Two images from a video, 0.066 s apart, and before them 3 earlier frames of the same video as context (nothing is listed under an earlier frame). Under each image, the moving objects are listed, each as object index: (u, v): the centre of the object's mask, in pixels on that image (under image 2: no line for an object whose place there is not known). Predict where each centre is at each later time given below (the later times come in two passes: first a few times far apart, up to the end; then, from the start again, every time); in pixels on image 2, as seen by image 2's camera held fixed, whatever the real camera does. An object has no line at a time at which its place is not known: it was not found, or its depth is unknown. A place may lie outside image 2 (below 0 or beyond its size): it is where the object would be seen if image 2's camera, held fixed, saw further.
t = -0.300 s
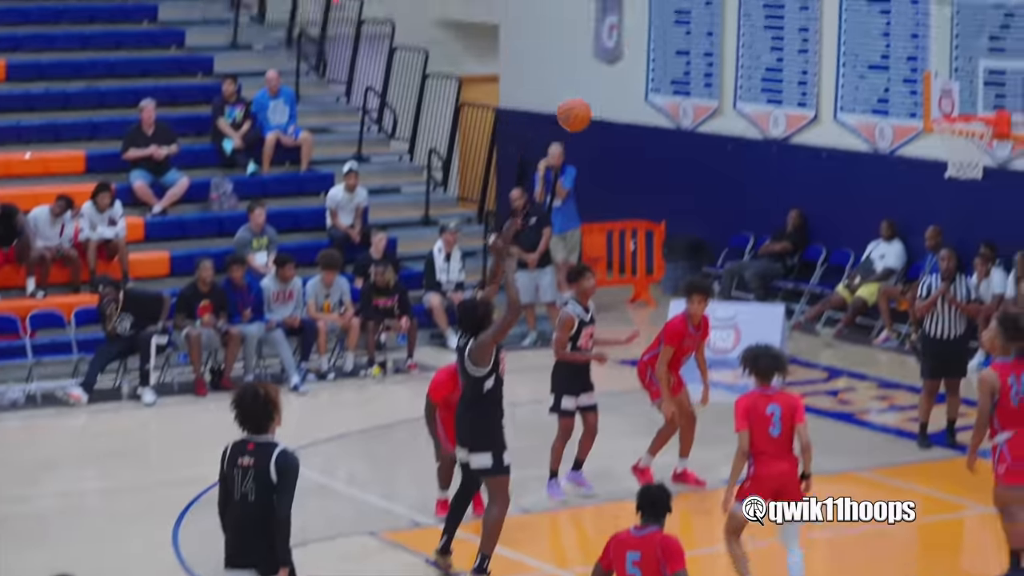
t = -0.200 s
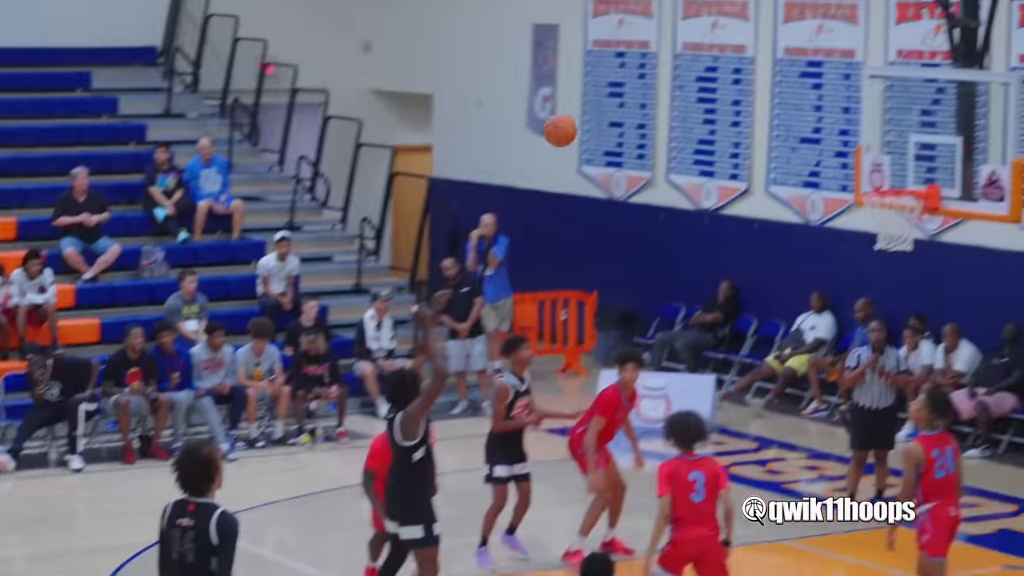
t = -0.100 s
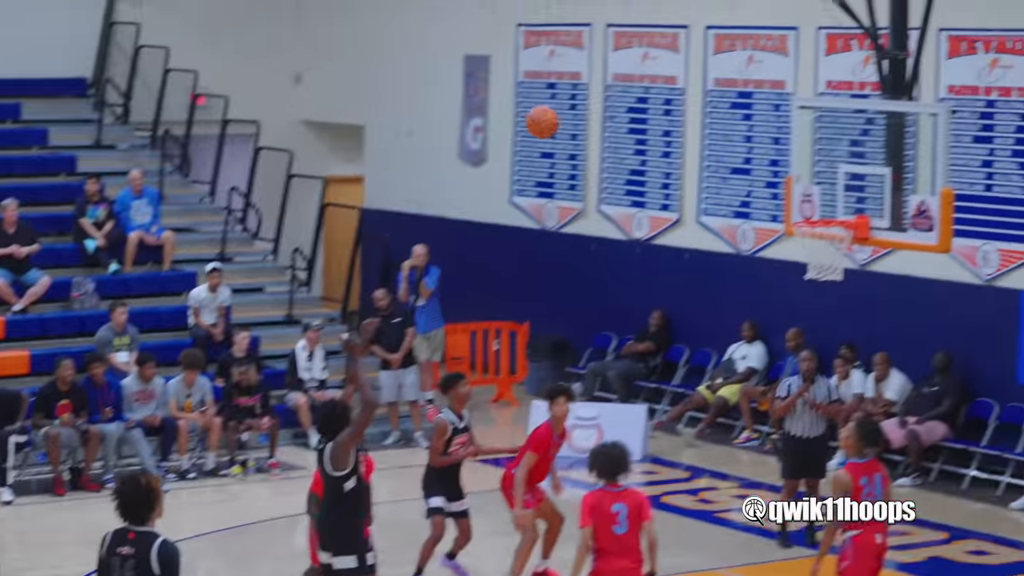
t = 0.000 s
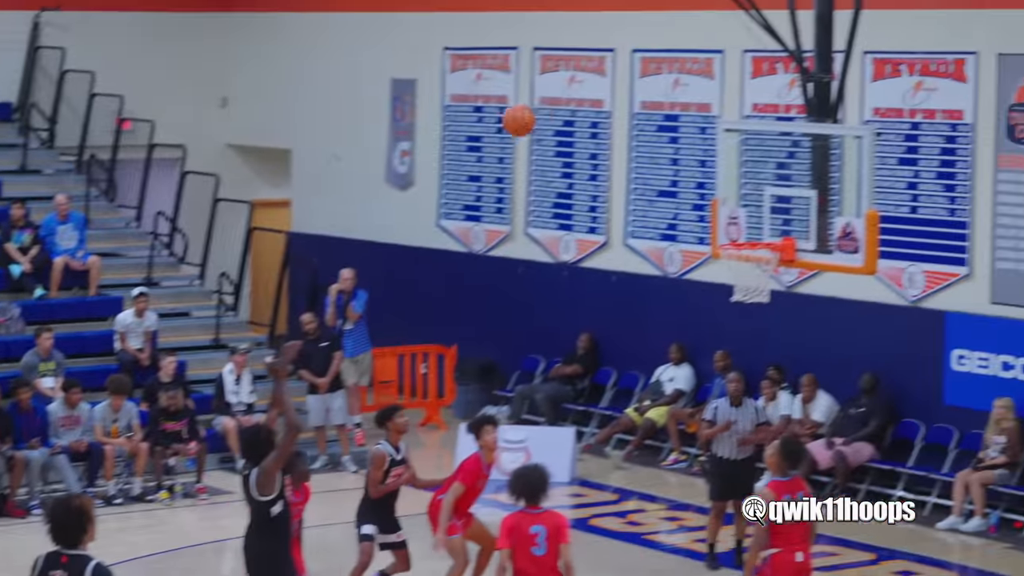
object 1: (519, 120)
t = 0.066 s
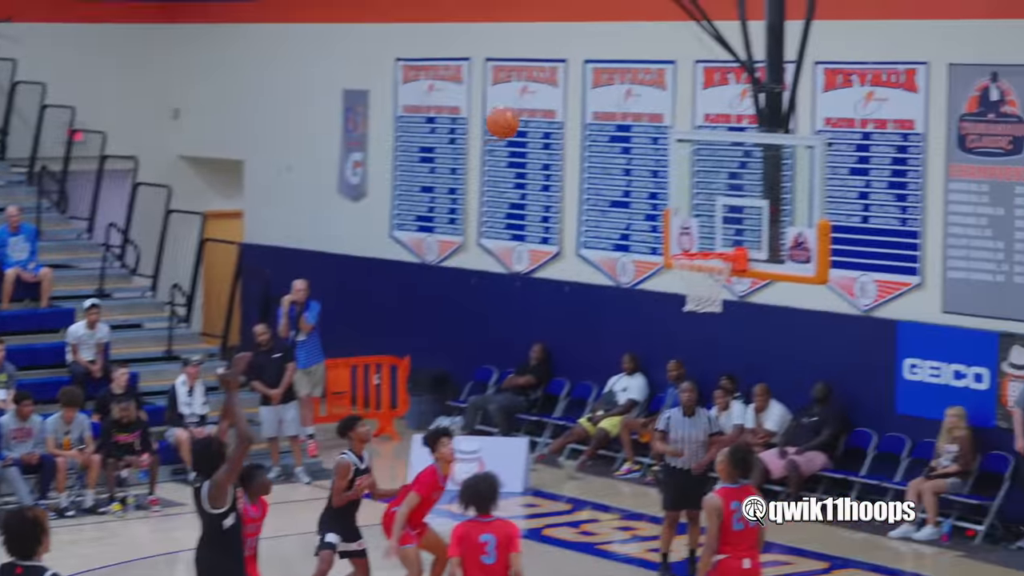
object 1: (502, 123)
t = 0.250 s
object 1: (583, 130)
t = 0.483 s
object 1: (682, 198)
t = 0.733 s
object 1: (715, 161)
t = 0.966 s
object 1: (714, 104)
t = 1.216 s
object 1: (712, 119)
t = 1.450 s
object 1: (704, 196)
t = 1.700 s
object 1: (662, 232)
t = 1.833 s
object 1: (622, 248)
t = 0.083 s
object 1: (510, 122)
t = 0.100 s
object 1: (518, 121)
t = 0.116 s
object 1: (525, 120)
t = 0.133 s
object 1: (533, 120)
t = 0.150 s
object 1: (541, 121)
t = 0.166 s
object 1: (548, 122)
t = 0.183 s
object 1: (555, 123)
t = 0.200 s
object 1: (562, 124)
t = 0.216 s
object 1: (570, 126)
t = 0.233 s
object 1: (577, 128)
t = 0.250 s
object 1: (583, 130)
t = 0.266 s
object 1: (591, 133)
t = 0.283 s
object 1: (598, 136)
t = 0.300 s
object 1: (606, 139)
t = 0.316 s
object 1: (612, 143)
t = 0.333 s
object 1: (620, 147)
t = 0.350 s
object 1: (626, 151)
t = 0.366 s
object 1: (634, 156)
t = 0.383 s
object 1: (641, 161)
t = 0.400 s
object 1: (647, 166)
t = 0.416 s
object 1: (654, 172)
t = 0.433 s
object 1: (661, 178)
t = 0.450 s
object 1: (668, 184)
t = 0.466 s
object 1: (675, 191)
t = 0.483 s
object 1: (682, 198)
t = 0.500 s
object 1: (689, 206)
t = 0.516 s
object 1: (696, 213)
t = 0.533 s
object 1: (702, 220)
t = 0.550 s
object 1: (709, 229)
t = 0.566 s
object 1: (715, 238)
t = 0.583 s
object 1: (717, 234)
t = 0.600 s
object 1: (716, 224)
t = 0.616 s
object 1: (717, 215)
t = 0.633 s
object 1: (716, 206)
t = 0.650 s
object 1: (716, 198)
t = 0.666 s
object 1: (716, 190)
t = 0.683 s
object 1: (716, 182)
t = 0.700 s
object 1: (716, 175)
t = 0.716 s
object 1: (715, 168)
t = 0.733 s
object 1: (715, 161)
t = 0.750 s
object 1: (715, 154)
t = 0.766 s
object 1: (715, 148)
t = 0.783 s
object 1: (715, 143)
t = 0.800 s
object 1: (715, 138)
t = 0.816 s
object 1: (715, 133)
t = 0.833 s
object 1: (715, 129)
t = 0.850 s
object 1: (714, 124)
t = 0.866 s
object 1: (714, 121)
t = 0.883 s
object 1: (715, 117)
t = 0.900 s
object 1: (714, 114)
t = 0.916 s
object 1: (714, 111)
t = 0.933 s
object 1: (714, 108)
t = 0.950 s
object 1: (714, 107)
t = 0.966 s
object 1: (714, 104)
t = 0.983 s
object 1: (714, 104)
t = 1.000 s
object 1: (714, 103)
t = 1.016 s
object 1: (714, 102)
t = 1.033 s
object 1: (714, 101)
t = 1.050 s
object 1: (713, 102)
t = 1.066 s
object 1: (713, 101)
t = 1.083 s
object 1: (713, 102)
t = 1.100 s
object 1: (713, 102)
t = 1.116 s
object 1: (712, 104)
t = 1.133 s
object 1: (712, 106)
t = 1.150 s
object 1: (712, 107)
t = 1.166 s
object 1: (712, 109)
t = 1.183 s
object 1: (712, 112)
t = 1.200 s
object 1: (712, 115)
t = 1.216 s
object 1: (712, 119)
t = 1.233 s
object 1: (712, 122)
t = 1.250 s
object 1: (712, 126)
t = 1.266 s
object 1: (712, 130)
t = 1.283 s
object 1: (711, 135)
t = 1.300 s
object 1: (710, 139)
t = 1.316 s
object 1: (710, 144)
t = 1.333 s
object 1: (709, 150)
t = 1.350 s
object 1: (708, 155)
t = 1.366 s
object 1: (708, 161)
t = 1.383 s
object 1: (707, 167)
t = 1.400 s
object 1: (706, 174)
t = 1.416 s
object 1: (706, 181)
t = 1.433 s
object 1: (705, 189)
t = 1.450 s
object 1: (704, 196)
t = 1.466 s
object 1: (704, 204)
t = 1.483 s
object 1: (703, 212)
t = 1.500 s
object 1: (703, 220)
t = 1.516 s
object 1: (702, 230)
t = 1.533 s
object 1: (701, 238)
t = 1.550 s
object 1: (702, 238)
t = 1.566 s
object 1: (702, 237)
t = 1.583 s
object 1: (699, 235)
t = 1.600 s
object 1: (694, 234)
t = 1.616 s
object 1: (687, 233)
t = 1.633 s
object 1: (683, 232)
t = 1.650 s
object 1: (678, 231)
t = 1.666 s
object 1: (673, 231)
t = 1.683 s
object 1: (667, 231)
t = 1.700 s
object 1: (662, 232)
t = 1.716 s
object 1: (657, 233)
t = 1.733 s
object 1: (653, 234)
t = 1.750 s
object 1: (648, 235)
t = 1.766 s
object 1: (643, 237)
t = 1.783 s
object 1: (637, 239)
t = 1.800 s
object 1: (632, 242)
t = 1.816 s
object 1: (627, 245)
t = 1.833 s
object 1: (622, 248)
